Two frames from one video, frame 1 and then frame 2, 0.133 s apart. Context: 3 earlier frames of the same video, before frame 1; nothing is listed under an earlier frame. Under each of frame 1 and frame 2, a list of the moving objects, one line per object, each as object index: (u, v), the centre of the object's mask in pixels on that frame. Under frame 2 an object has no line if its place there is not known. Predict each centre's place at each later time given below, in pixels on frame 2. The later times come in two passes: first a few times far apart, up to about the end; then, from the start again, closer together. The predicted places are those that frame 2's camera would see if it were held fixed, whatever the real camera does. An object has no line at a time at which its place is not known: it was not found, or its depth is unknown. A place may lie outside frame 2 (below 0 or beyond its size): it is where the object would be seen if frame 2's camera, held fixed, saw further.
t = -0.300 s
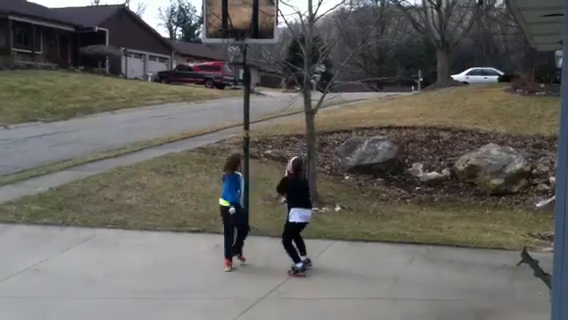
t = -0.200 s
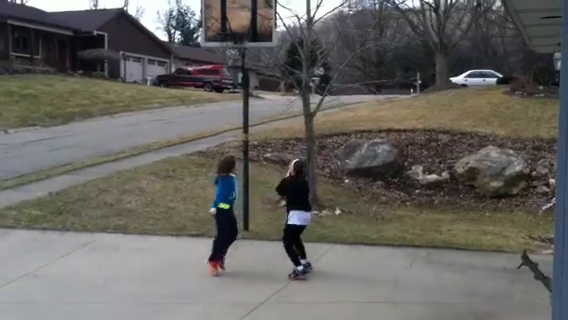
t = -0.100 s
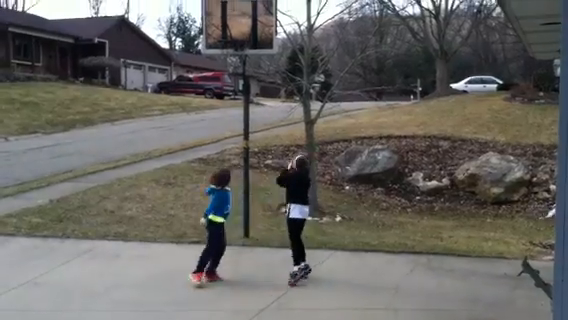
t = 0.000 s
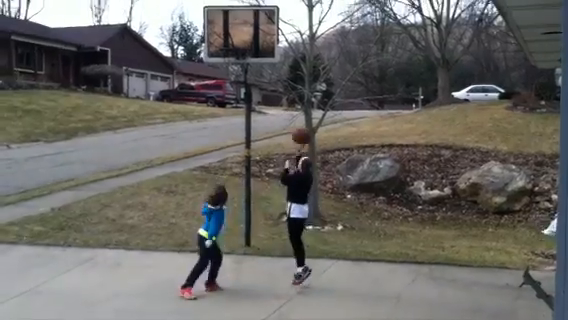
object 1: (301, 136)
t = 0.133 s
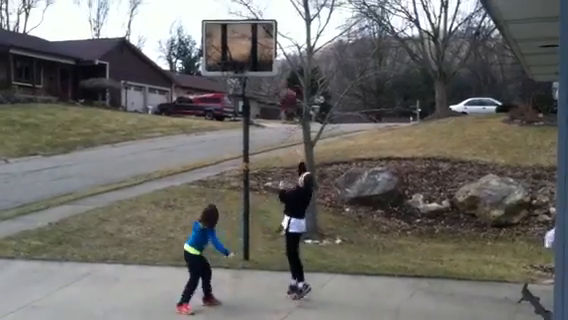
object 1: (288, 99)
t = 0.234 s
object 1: (280, 70)
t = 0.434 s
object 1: (263, 39)
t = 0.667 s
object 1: (245, 37)
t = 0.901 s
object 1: (232, 56)
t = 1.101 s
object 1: (227, 54)
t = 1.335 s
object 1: (220, 73)
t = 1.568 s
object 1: (211, 138)
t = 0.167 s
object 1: (287, 89)
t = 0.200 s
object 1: (282, 80)
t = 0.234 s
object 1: (280, 70)
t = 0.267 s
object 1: (277, 64)
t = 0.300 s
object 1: (275, 58)
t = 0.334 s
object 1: (272, 51)
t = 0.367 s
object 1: (269, 47)
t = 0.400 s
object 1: (267, 43)
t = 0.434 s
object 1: (263, 39)
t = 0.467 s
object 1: (260, 36)
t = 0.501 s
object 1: (259, 34)
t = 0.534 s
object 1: (255, 34)
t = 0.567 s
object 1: (252, 33)
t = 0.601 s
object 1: (249, 34)
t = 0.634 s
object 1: (247, 35)
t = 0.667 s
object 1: (245, 37)
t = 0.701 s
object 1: (242, 40)
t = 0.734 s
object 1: (239, 43)
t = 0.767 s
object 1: (236, 47)
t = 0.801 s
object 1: (235, 51)
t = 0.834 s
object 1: (233, 54)
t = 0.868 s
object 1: (232, 57)
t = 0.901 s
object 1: (232, 56)
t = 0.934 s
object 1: (230, 54)
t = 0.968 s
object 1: (229, 53)
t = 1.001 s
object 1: (229, 52)
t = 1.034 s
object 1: (228, 52)
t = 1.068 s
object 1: (228, 52)
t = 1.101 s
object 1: (227, 54)
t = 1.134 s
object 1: (227, 56)
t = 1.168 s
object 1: (227, 56)
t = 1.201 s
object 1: (225, 57)
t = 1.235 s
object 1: (224, 59)
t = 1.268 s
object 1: (224, 61)
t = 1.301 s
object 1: (222, 68)
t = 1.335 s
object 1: (220, 73)
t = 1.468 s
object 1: (215, 111)
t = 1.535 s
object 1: (213, 126)
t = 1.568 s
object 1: (211, 138)
